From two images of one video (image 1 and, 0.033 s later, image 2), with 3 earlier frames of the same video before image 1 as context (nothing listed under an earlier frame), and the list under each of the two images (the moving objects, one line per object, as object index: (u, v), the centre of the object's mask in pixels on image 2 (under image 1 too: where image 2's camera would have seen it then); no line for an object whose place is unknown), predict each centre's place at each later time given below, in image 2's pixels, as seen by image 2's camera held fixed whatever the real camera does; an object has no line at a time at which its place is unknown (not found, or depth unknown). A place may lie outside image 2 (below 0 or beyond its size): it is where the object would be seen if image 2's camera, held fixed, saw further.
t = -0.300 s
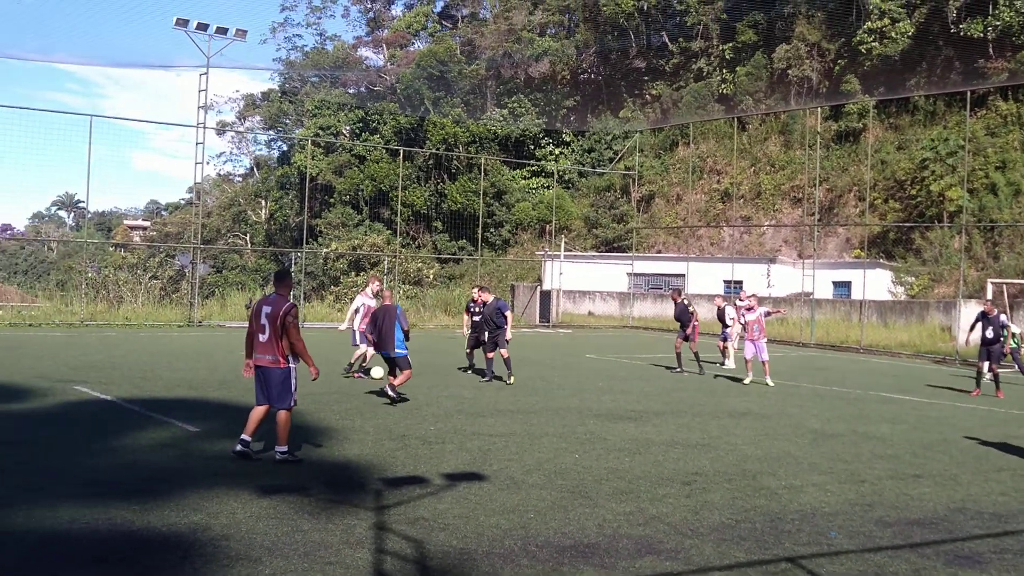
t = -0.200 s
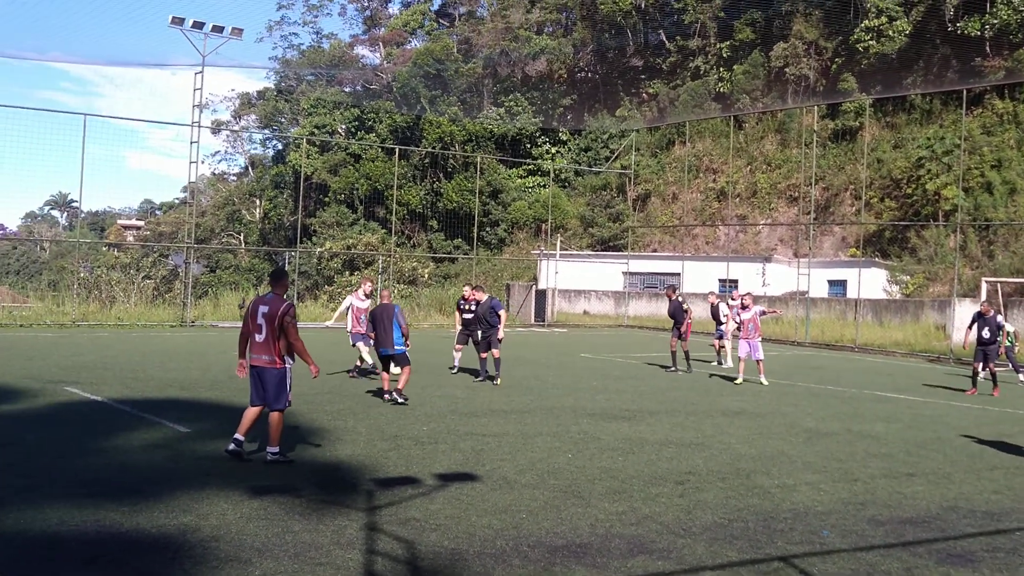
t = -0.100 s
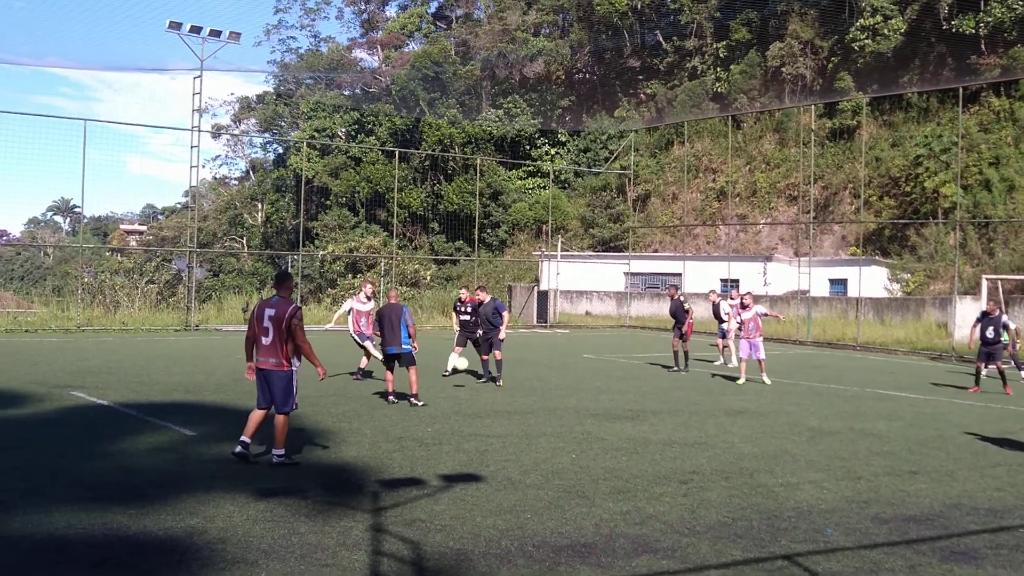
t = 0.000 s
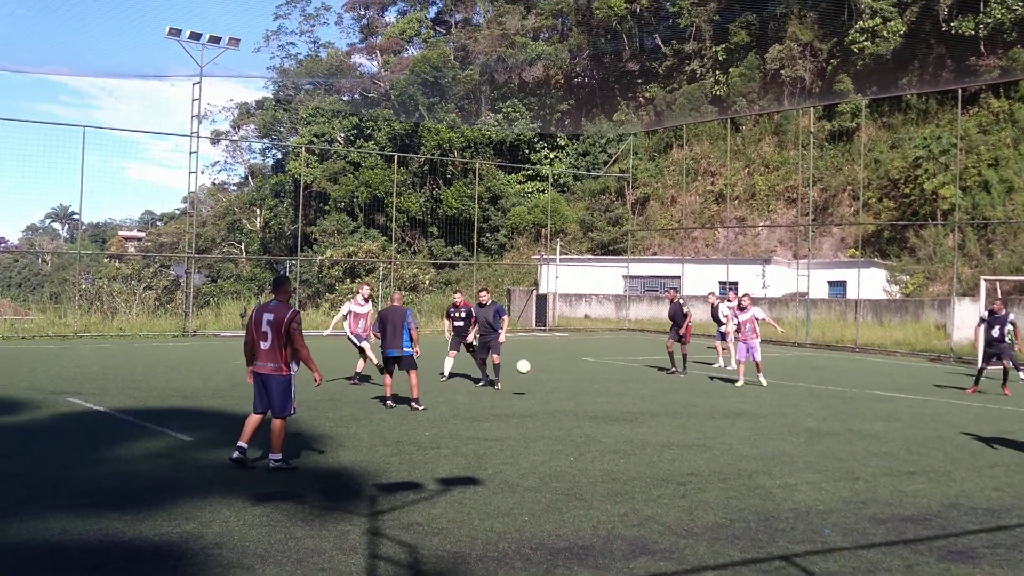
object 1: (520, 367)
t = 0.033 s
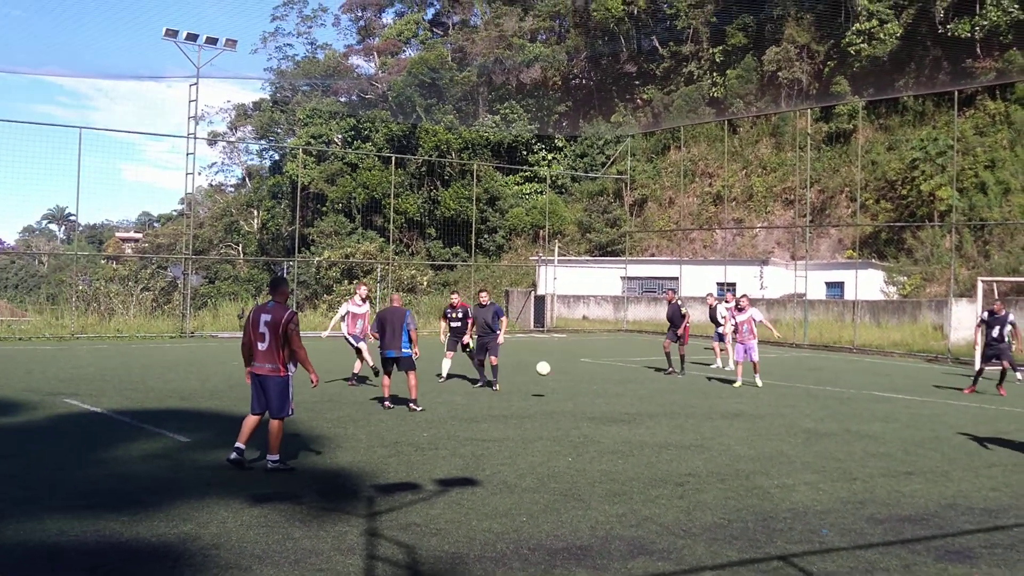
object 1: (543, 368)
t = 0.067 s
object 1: (565, 370)
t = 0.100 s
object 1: (586, 373)
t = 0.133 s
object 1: (605, 377)
